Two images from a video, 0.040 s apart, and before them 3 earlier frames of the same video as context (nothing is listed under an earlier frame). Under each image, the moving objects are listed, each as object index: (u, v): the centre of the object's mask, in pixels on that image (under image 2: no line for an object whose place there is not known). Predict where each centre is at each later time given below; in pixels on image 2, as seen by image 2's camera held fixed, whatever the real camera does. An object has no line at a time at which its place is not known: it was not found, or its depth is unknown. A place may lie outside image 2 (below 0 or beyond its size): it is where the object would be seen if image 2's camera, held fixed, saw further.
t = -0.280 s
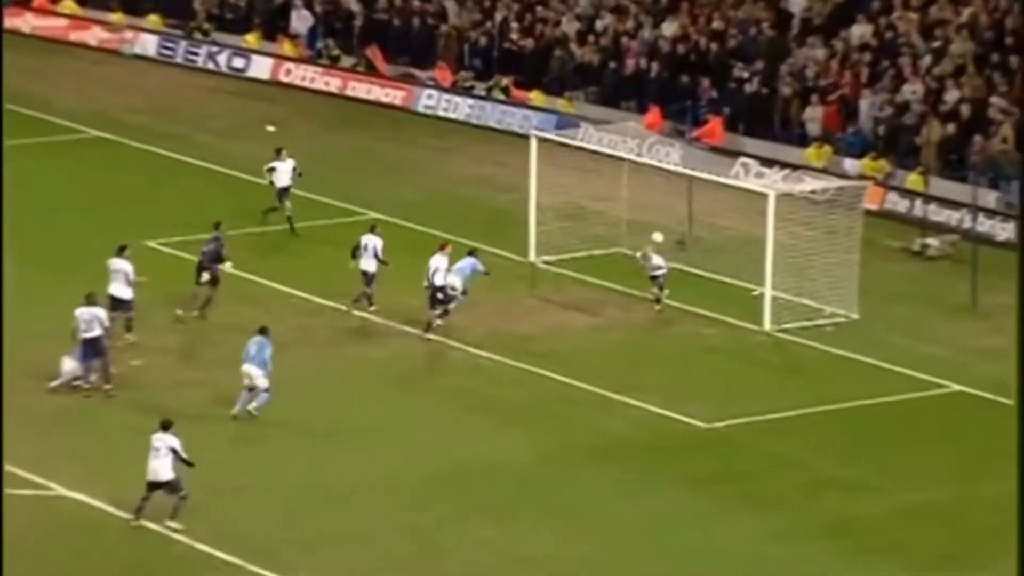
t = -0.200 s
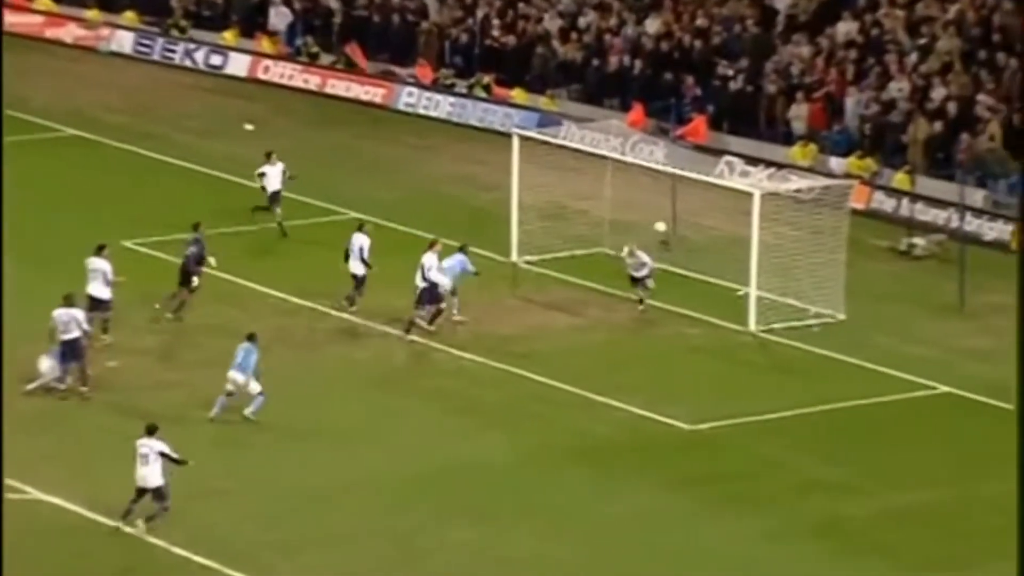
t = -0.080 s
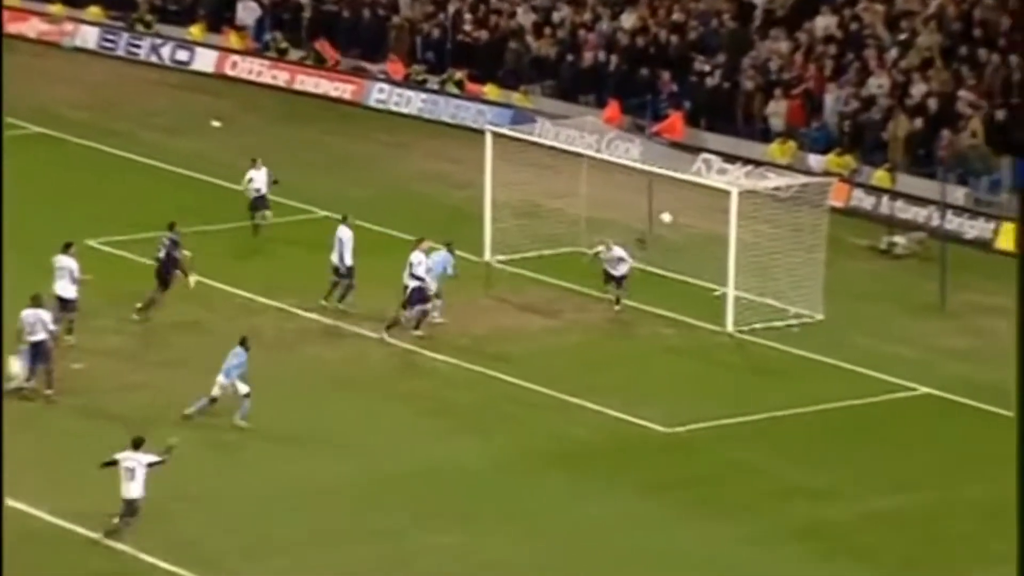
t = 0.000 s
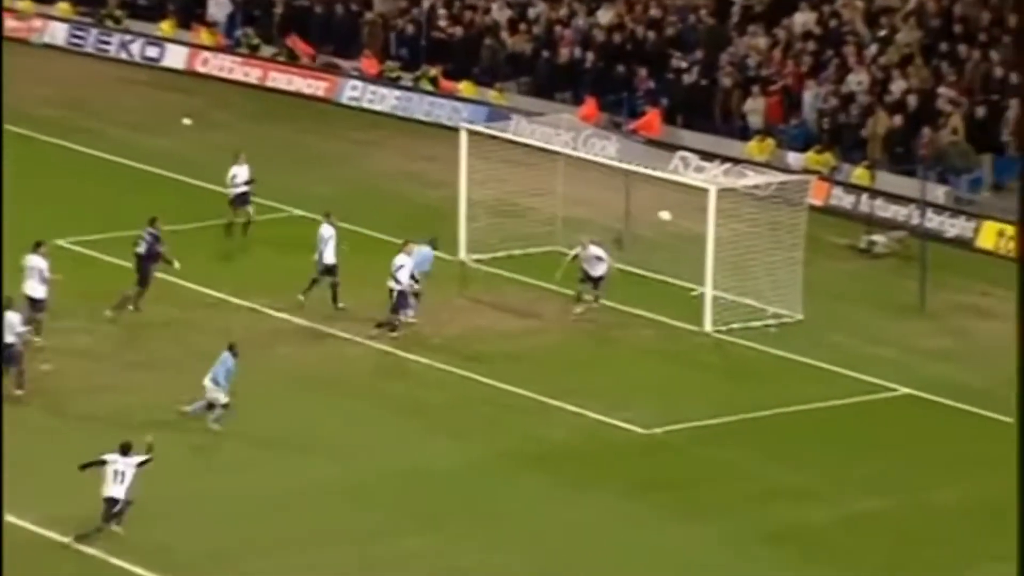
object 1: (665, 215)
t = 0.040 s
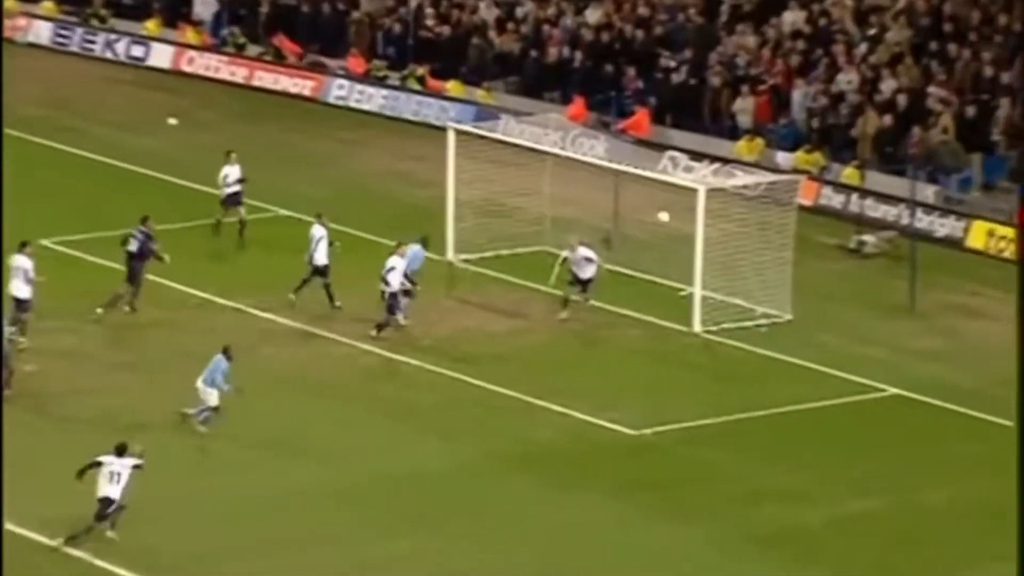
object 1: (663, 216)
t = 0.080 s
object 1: (674, 218)
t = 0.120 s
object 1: (685, 220)
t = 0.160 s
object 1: (694, 225)
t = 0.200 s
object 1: (709, 231)
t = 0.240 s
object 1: (719, 237)
